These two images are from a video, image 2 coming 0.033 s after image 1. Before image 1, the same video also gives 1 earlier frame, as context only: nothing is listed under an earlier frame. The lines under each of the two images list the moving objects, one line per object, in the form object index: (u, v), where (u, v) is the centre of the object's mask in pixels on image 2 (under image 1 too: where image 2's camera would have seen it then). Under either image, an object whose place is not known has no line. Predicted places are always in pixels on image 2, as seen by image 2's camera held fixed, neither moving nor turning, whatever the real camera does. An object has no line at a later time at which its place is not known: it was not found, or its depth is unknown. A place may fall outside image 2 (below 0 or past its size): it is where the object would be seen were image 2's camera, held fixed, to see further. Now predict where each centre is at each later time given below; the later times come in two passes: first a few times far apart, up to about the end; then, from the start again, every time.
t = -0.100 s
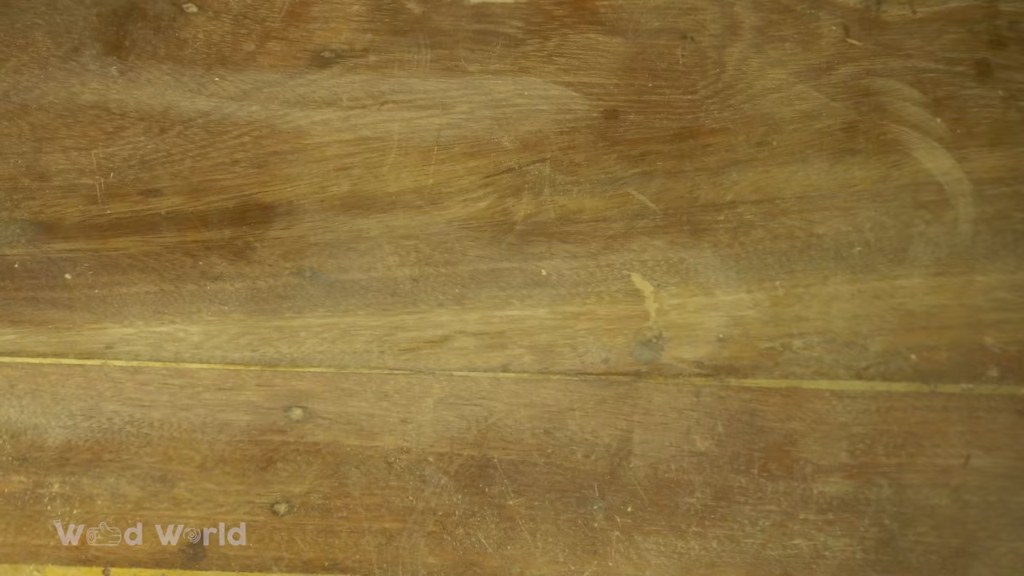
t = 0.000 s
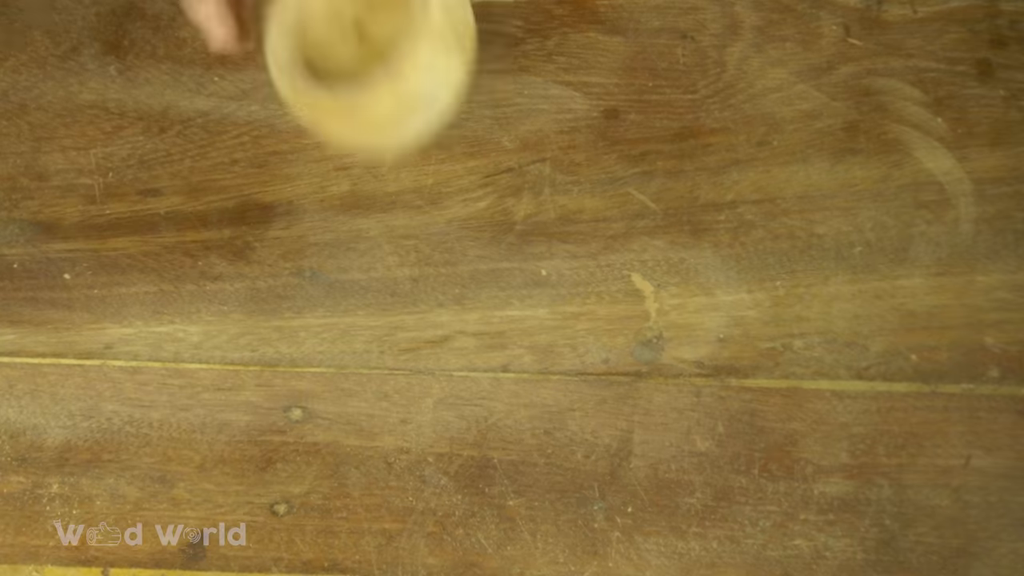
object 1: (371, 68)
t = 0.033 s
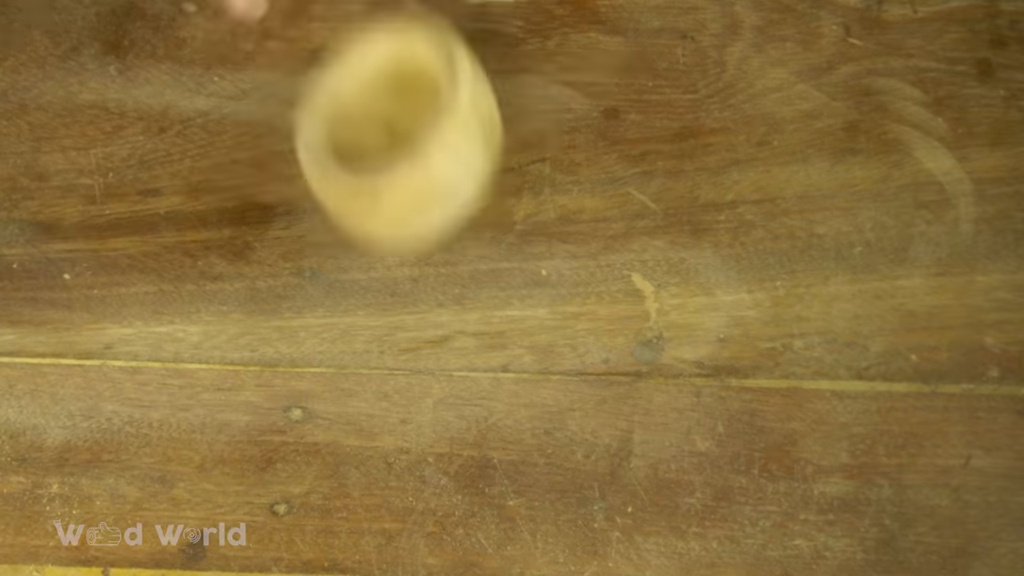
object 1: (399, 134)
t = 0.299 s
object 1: (560, 252)
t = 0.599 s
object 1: (569, 219)
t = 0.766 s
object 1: (570, 218)
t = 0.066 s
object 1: (432, 195)
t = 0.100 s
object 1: (504, 217)
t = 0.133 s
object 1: (534, 233)
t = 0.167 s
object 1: (557, 252)
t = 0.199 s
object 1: (566, 266)
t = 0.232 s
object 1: (563, 262)
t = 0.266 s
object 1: (560, 259)
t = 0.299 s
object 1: (560, 252)
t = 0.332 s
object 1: (559, 245)
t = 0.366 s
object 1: (559, 240)
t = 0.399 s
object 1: (559, 238)
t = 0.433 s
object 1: (560, 232)
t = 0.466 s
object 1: (563, 227)
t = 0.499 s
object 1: (563, 226)
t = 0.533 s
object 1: (566, 222)
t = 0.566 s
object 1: (568, 220)
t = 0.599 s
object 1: (569, 219)
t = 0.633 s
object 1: (570, 218)
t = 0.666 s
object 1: (570, 218)
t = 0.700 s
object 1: (570, 218)
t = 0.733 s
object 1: (570, 218)
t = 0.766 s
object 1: (570, 218)
